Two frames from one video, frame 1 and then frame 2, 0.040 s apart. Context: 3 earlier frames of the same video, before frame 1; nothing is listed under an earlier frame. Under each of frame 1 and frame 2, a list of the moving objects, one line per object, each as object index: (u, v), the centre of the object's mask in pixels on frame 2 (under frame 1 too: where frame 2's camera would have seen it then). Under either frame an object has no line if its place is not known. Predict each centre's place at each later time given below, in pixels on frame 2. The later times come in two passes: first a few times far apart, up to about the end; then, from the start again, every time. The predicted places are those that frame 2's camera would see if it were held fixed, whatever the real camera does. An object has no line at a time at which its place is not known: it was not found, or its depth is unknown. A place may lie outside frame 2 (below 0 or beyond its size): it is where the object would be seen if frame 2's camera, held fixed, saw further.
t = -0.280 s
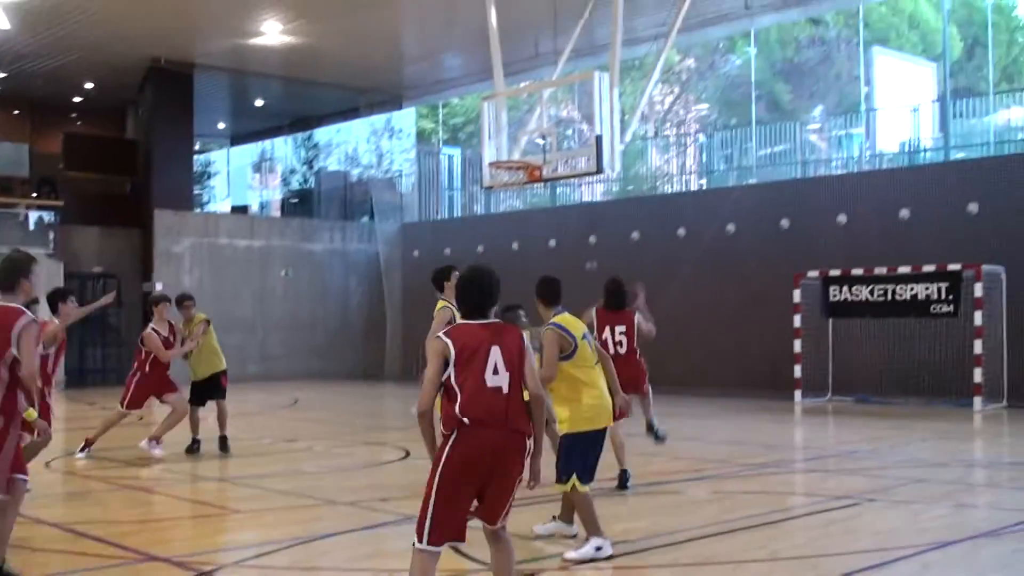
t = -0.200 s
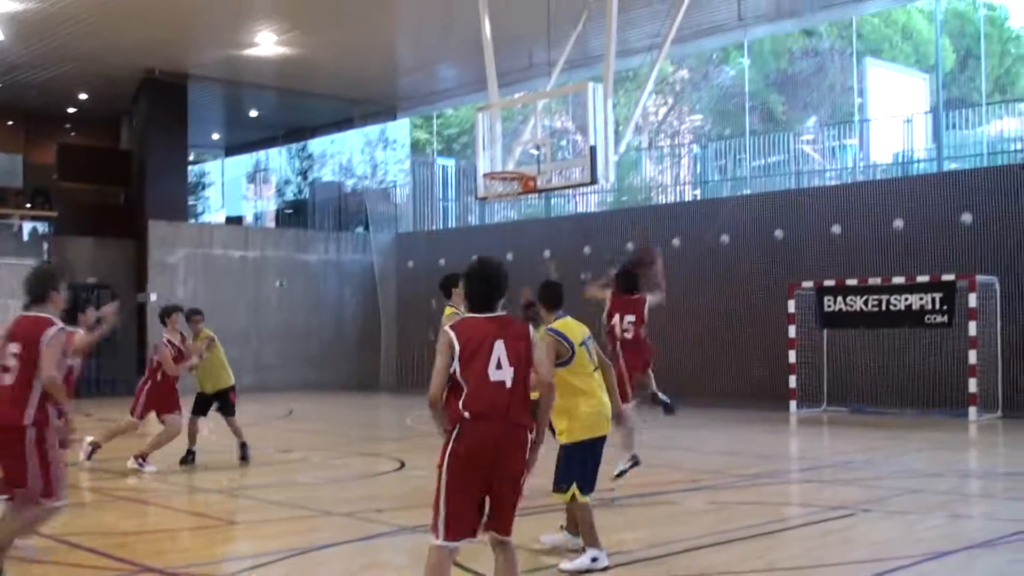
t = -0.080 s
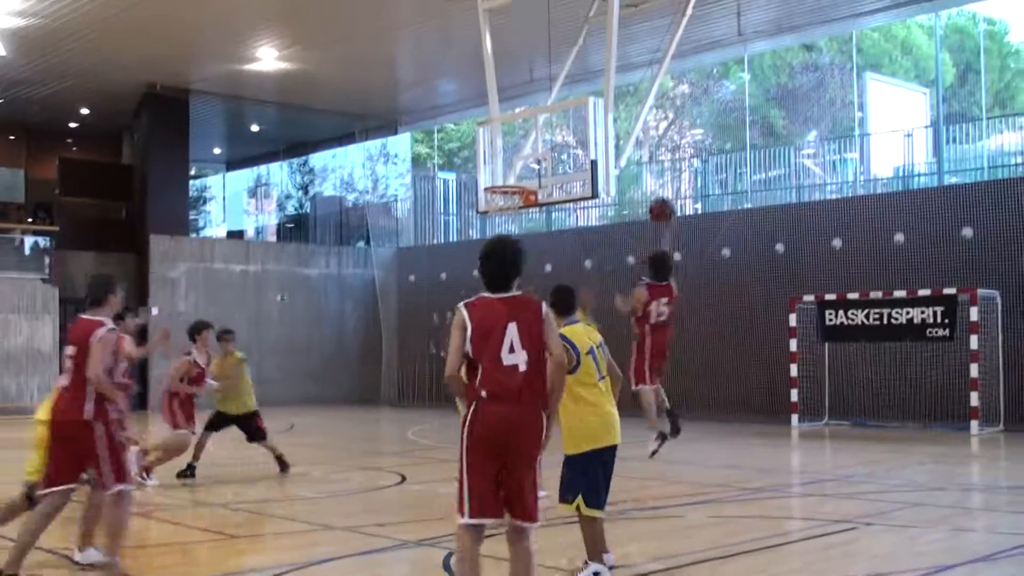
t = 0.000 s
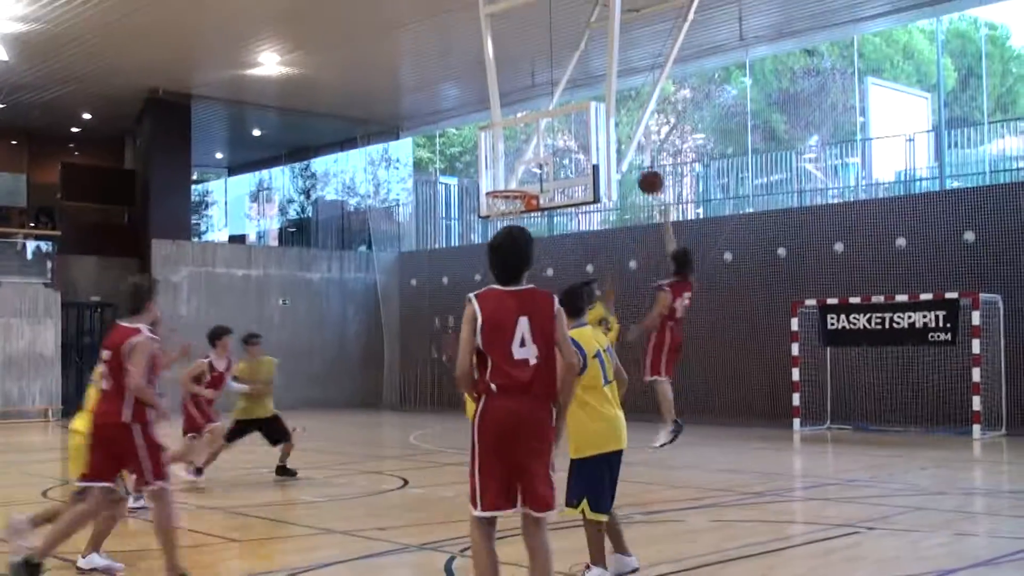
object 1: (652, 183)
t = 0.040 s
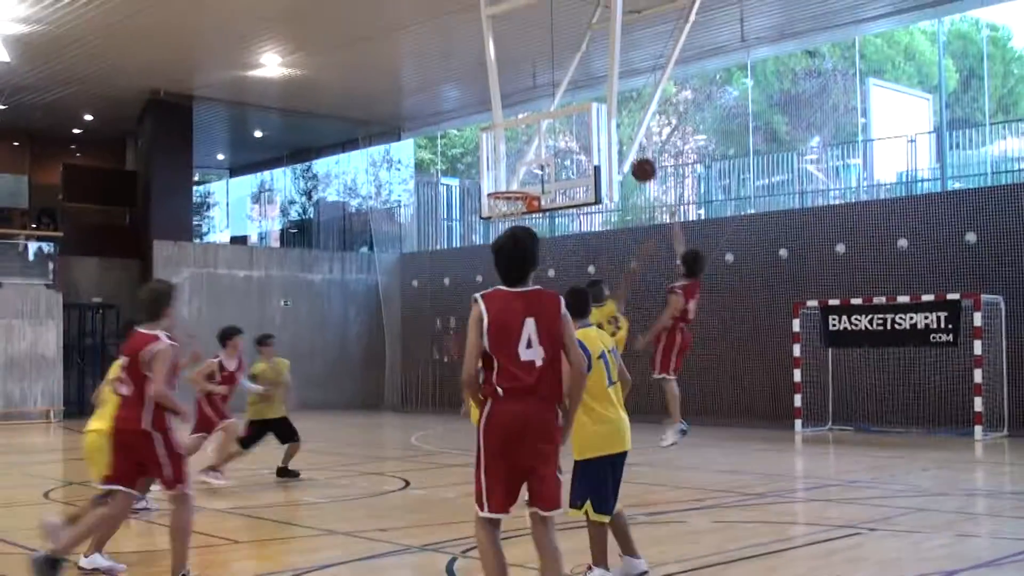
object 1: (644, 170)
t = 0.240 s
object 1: (605, 131)
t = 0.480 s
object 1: (565, 139)
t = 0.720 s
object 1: (521, 176)
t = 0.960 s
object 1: (497, 216)
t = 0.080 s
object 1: (635, 158)
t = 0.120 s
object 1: (628, 148)
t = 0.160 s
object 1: (620, 141)
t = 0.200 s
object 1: (613, 135)
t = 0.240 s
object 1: (605, 131)
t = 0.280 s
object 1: (598, 129)
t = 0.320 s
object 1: (591, 128)
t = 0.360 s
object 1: (584, 128)
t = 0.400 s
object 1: (578, 130)
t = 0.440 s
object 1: (571, 134)
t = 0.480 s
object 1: (565, 139)
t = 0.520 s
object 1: (559, 145)
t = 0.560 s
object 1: (553, 152)
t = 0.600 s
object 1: (545, 156)
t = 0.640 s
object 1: (537, 161)
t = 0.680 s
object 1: (529, 168)
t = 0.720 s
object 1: (521, 176)
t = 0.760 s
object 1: (513, 184)
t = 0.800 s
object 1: (505, 196)
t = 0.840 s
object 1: (497, 207)
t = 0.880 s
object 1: (495, 212)
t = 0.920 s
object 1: (495, 213)
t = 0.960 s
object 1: (497, 216)
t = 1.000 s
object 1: (498, 220)
